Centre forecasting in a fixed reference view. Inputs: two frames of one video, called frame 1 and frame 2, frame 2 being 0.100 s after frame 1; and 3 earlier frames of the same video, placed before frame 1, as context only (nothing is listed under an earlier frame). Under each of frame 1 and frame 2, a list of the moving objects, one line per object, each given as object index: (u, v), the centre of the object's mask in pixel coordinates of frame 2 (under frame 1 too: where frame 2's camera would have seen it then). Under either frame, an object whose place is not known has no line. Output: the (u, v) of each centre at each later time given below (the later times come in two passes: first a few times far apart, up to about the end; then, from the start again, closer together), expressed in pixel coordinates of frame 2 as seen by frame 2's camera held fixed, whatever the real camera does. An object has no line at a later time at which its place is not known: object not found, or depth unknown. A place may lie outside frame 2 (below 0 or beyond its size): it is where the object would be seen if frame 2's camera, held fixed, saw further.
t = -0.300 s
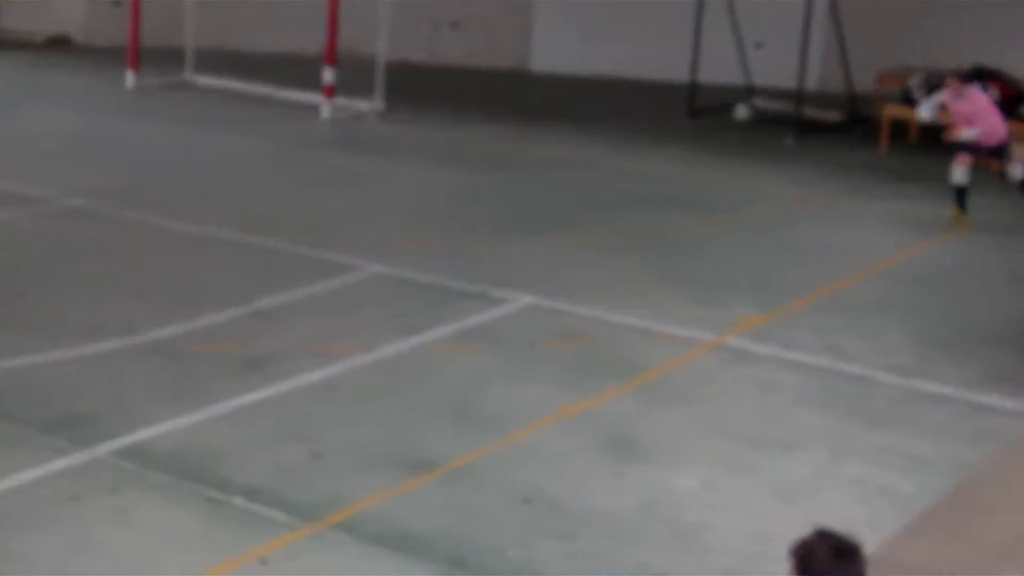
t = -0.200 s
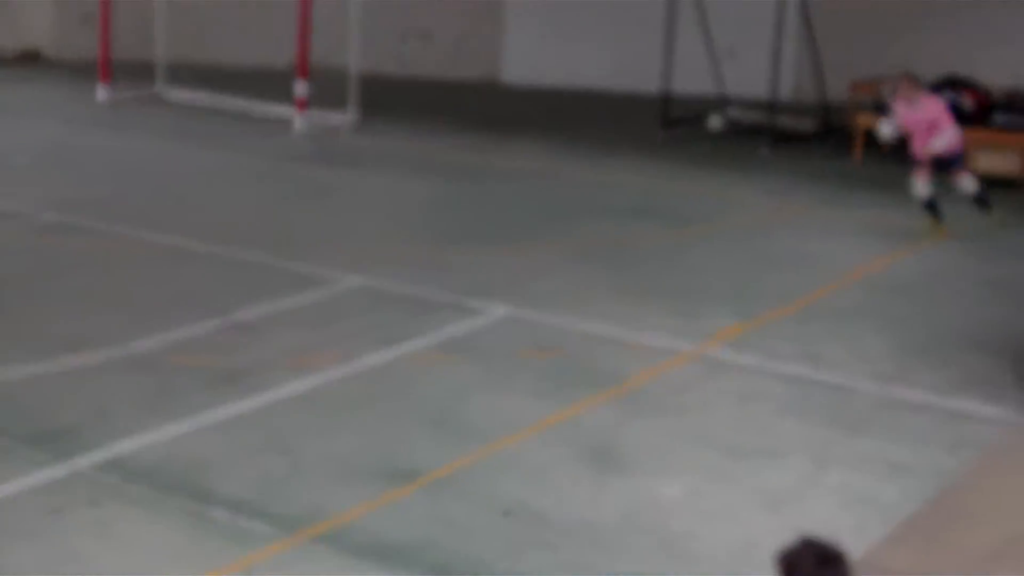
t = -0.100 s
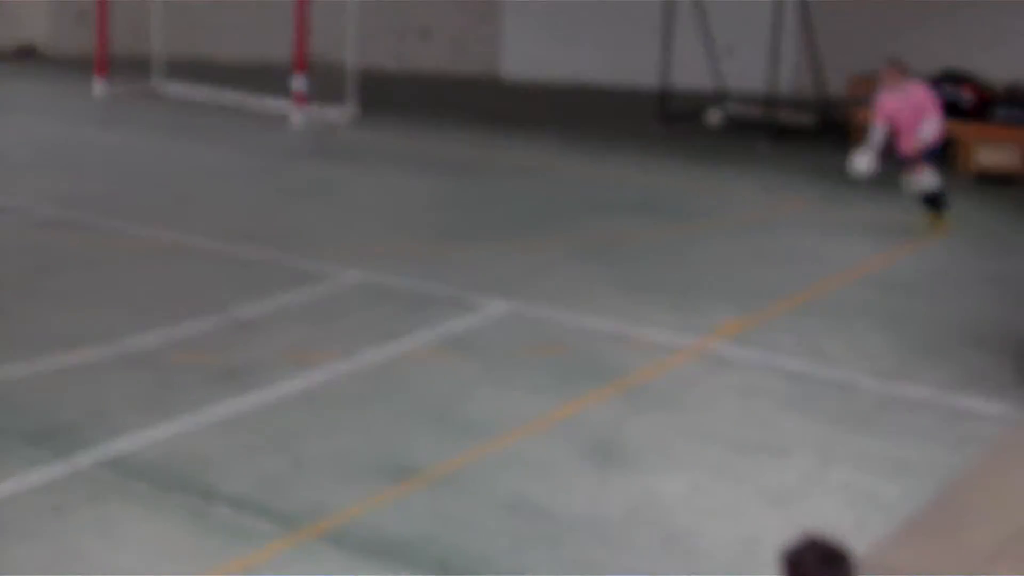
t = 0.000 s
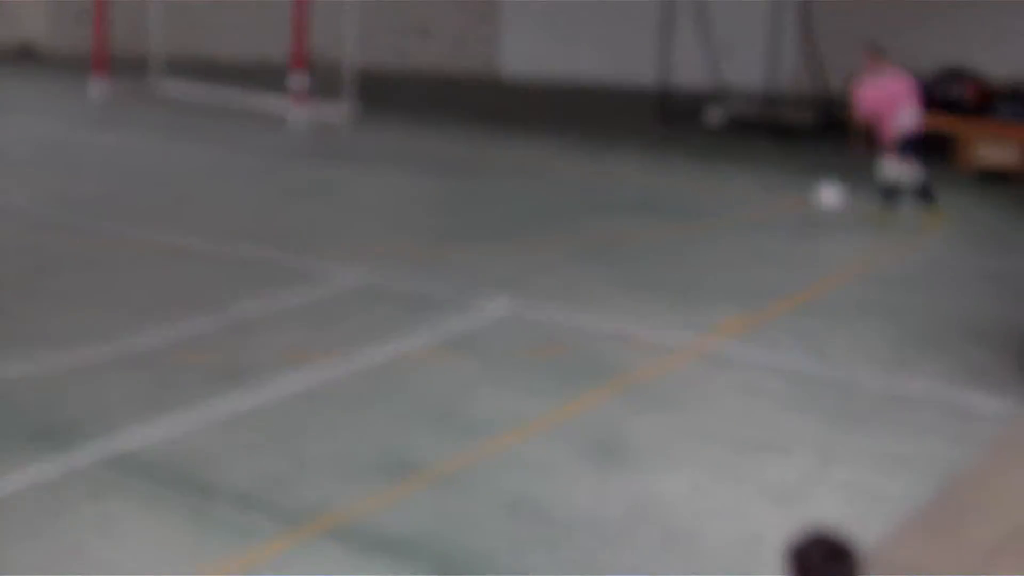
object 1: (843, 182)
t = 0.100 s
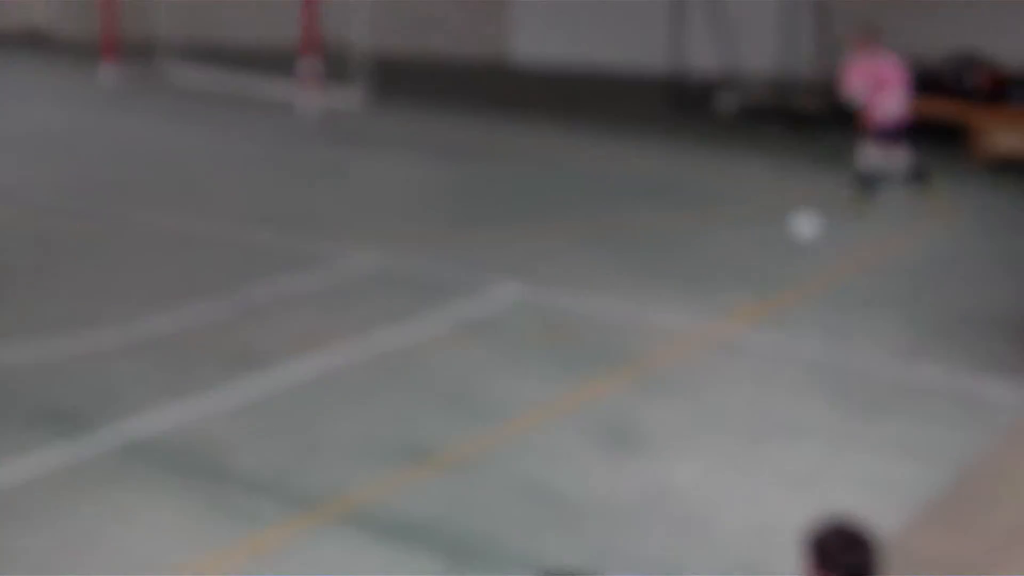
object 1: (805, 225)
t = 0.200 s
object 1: (773, 230)
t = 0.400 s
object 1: (697, 282)
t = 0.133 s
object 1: (794, 226)
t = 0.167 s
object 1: (783, 228)
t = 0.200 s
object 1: (773, 230)
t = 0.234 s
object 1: (761, 235)
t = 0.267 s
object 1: (748, 241)
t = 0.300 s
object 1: (735, 248)
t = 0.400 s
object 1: (697, 282)
